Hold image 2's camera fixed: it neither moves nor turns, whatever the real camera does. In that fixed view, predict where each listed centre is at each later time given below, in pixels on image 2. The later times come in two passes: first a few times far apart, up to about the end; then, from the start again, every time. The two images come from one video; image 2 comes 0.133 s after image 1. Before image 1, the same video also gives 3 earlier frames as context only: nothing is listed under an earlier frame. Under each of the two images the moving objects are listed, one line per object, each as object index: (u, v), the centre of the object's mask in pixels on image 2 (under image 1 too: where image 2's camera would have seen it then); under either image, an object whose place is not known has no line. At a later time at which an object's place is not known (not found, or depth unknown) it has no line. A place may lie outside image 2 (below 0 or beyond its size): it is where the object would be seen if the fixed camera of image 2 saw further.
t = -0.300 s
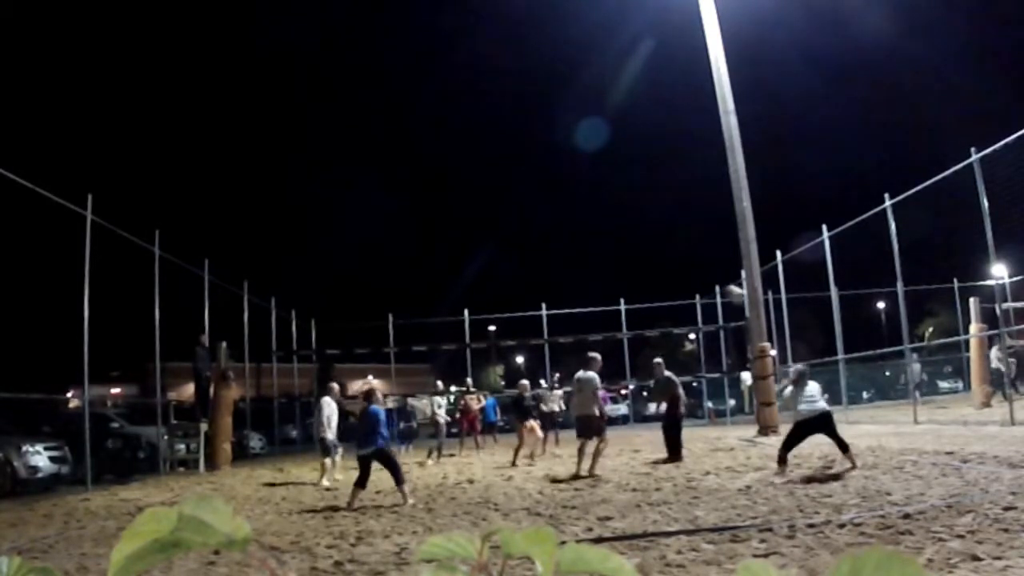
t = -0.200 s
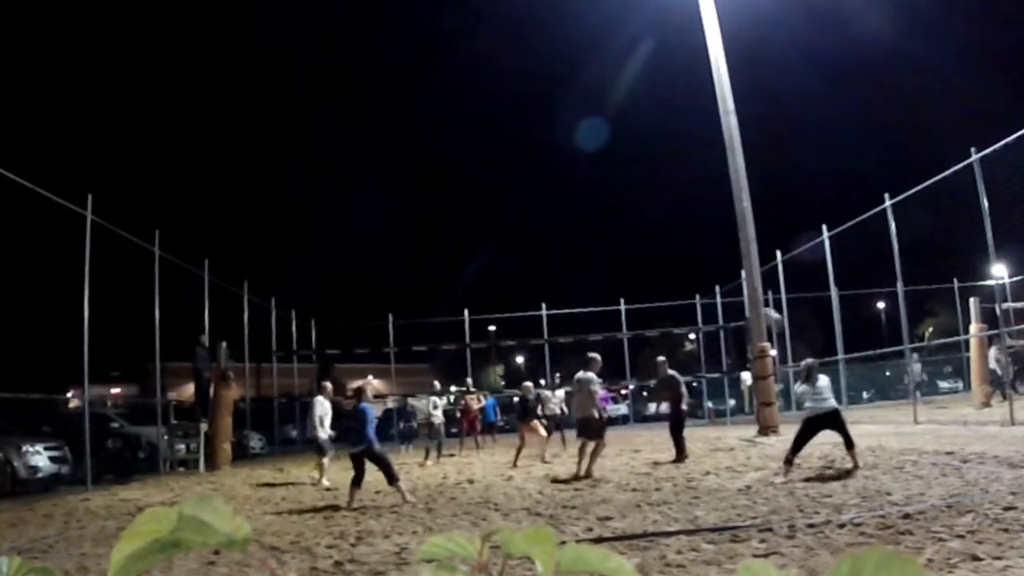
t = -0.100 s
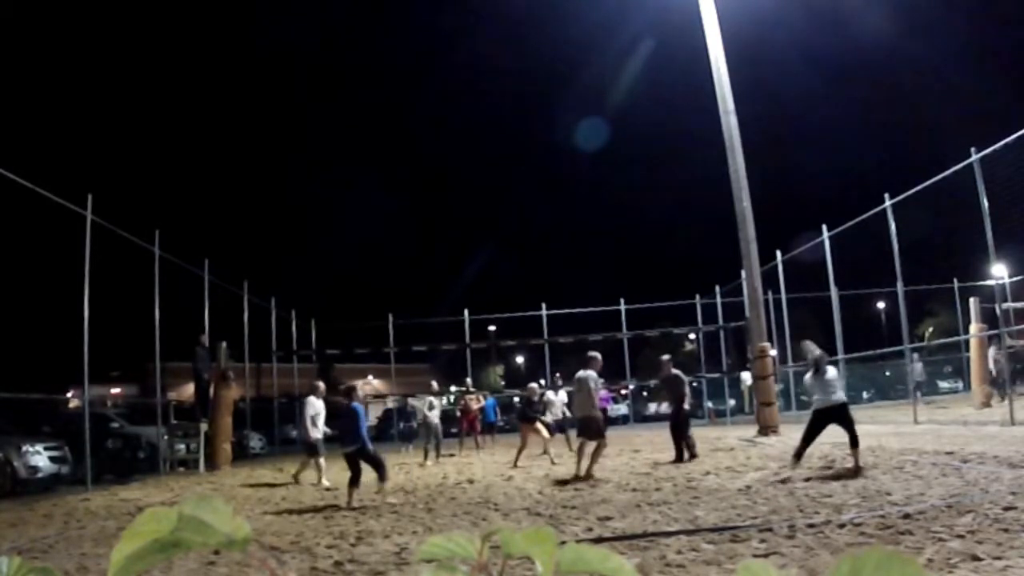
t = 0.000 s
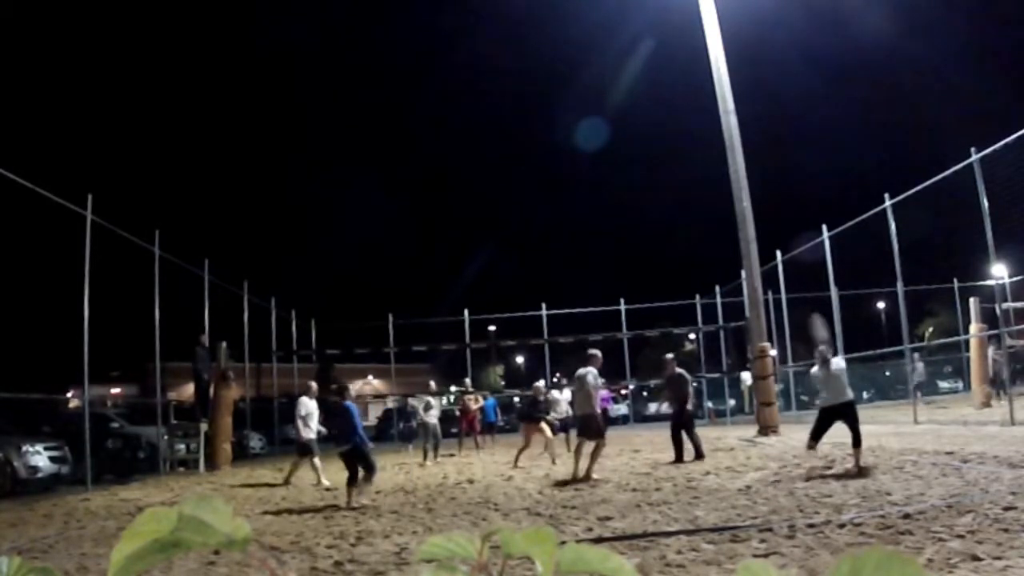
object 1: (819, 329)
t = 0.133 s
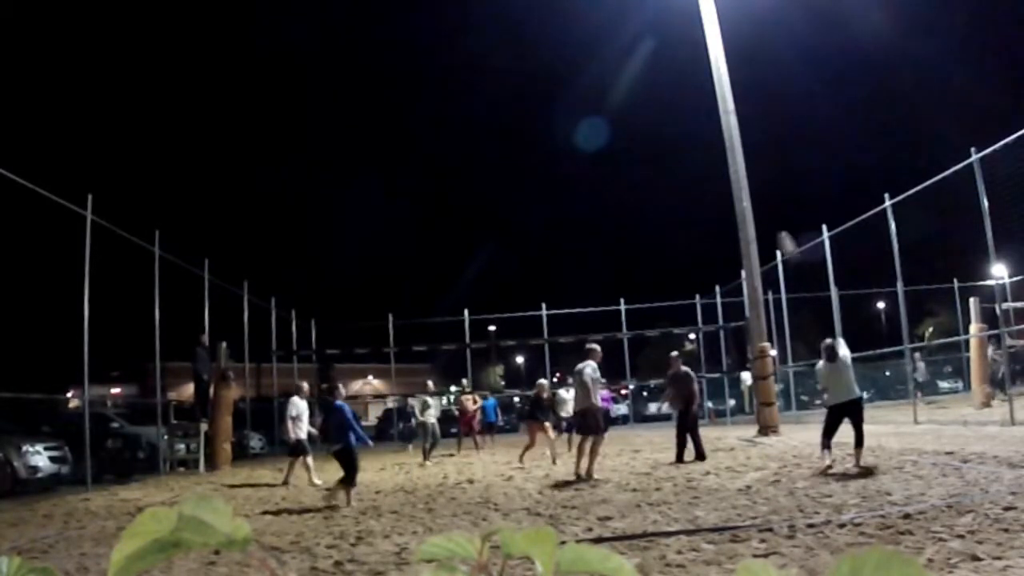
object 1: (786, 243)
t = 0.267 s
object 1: (757, 181)
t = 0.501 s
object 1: (710, 108)
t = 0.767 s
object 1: (671, 77)
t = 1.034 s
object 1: (642, 88)
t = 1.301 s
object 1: (620, 136)
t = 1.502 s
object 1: (607, 200)
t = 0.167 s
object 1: (779, 228)
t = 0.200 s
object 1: (772, 211)
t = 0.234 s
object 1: (764, 196)
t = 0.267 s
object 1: (757, 181)
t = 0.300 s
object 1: (752, 168)
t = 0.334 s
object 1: (744, 154)
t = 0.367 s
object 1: (737, 142)
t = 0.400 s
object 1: (727, 130)
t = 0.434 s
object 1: (721, 122)
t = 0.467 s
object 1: (715, 115)
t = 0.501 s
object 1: (710, 108)
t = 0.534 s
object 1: (706, 102)
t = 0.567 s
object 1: (700, 96)
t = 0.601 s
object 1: (695, 91)
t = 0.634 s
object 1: (690, 87)
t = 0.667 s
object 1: (685, 84)
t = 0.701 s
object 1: (680, 81)
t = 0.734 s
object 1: (676, 79)
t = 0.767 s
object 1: (671, 77)
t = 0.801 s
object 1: (667, 76)
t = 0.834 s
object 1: (663, 76)
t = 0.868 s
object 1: (659, 77)
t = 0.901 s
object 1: (656, 78)
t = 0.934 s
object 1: (652, 79)
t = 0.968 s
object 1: (648, 82)
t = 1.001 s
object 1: (645, 85)
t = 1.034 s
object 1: (642, 88)
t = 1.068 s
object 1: (638, 90)
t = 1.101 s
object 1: (635, 96)
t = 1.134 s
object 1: (633, 101)
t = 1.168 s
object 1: (630, 107)
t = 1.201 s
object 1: (627, 113)
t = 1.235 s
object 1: (624, 120)
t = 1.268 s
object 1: (622, 128)
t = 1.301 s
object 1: (620, 136)
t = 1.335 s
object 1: (617, 145)
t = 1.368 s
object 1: (615, 156)
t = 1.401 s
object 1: (613, 166)
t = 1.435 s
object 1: (611, 176)
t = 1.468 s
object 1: (609, 188)
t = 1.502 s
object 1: (607, 200)
